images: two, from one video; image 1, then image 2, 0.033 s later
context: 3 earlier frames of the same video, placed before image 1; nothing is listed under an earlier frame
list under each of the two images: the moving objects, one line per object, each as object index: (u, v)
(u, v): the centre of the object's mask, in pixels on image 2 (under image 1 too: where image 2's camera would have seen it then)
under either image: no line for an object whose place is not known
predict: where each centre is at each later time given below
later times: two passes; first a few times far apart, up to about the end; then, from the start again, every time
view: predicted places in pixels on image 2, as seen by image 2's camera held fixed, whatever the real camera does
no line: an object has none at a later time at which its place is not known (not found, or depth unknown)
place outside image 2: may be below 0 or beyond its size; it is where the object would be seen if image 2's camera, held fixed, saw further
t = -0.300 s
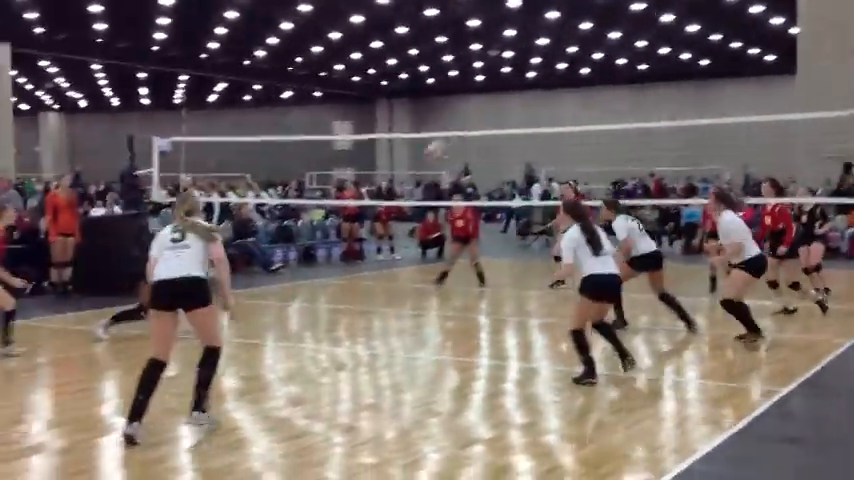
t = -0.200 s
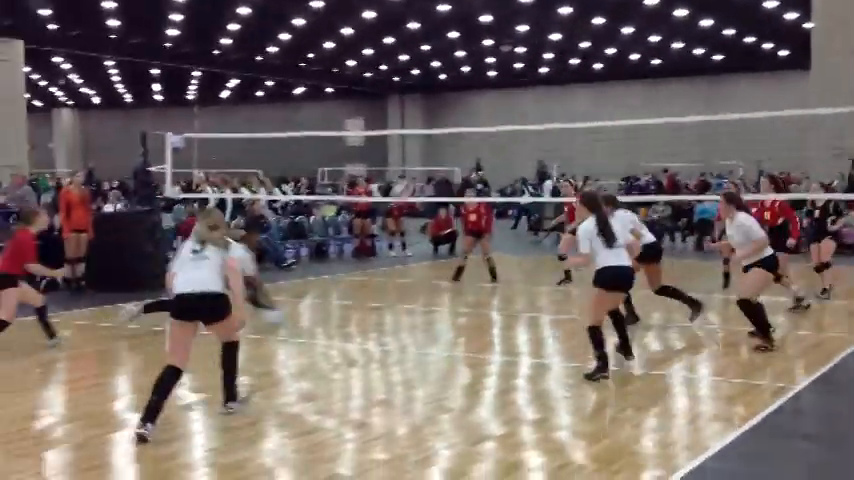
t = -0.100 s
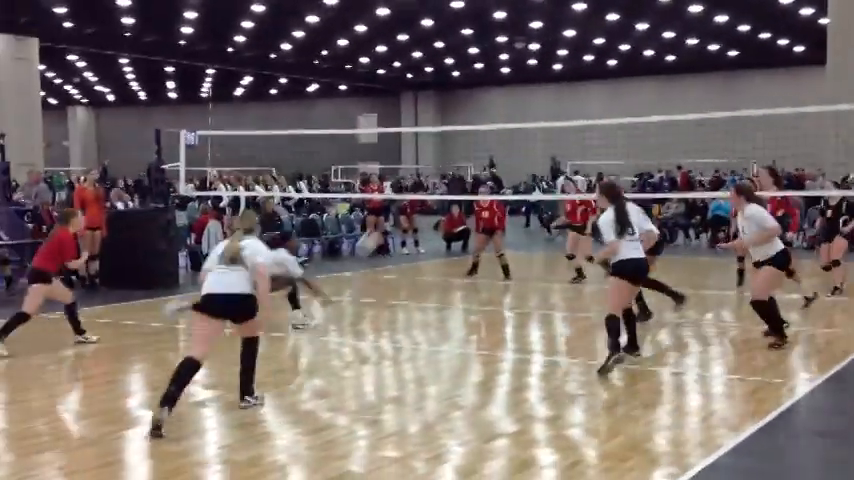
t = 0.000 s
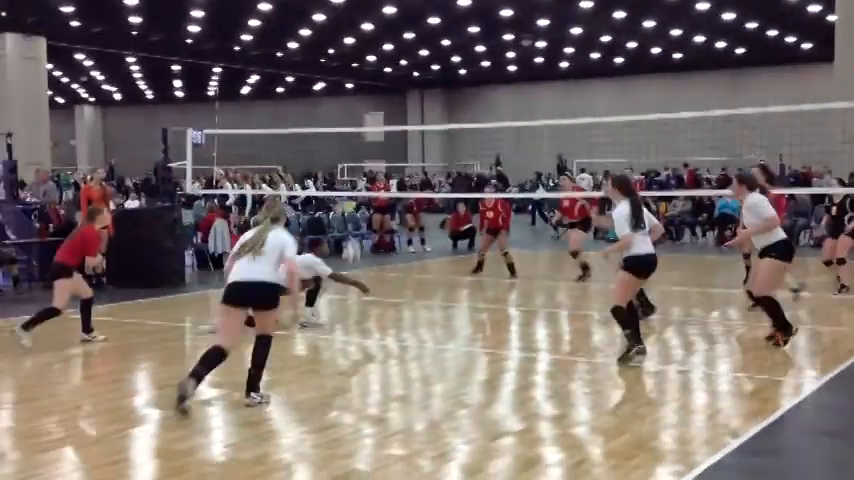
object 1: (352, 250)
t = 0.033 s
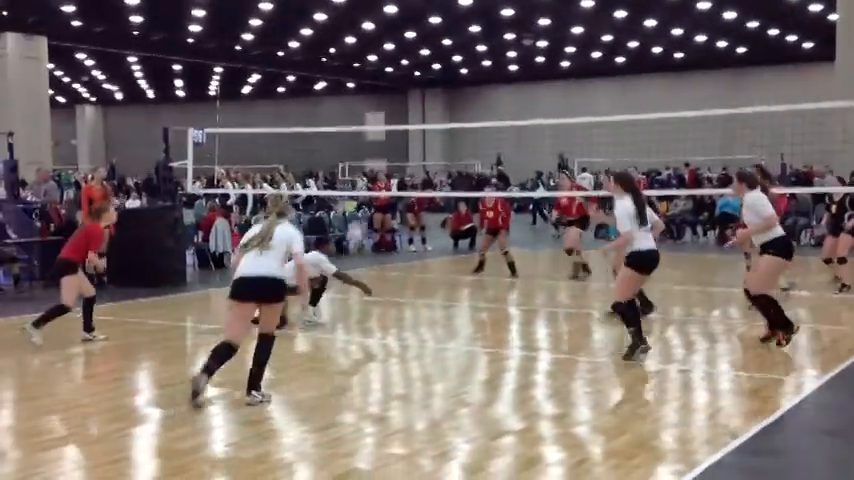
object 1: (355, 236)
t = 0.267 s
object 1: (376, 135)
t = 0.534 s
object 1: (400, 75)
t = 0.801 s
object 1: (423, 79)
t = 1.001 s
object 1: (443, 127)
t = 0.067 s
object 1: (359, 218)
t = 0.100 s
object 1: (362, 201)
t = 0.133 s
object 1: (365, 182)
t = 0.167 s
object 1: (369, 168)
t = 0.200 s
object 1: (371, 157)
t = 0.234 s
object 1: (373, 145)
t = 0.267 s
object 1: (376, 135)
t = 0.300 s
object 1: (379, 122)
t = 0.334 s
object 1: (383, 111)
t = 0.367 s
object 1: (386, 103)
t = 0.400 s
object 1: (388, 96)
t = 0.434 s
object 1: (391, 89)
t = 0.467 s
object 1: (394, 84)
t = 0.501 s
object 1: (397, 79)
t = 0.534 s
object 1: (400, 75)
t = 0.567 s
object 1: (403, 72)
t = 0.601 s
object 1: (406, 70)
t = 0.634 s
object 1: (409, 69)
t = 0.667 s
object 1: (412, 69)
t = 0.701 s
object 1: (415, 70)
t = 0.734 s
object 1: (418, 72)
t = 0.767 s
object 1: (421, 76)
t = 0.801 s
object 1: (423, 79)
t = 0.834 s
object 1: (427, 85)
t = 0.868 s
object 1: (430, 91)
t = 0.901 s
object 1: (433, 97)
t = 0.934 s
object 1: (437, 106)
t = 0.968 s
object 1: (439, 114)
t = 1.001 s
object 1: (443, 127)
